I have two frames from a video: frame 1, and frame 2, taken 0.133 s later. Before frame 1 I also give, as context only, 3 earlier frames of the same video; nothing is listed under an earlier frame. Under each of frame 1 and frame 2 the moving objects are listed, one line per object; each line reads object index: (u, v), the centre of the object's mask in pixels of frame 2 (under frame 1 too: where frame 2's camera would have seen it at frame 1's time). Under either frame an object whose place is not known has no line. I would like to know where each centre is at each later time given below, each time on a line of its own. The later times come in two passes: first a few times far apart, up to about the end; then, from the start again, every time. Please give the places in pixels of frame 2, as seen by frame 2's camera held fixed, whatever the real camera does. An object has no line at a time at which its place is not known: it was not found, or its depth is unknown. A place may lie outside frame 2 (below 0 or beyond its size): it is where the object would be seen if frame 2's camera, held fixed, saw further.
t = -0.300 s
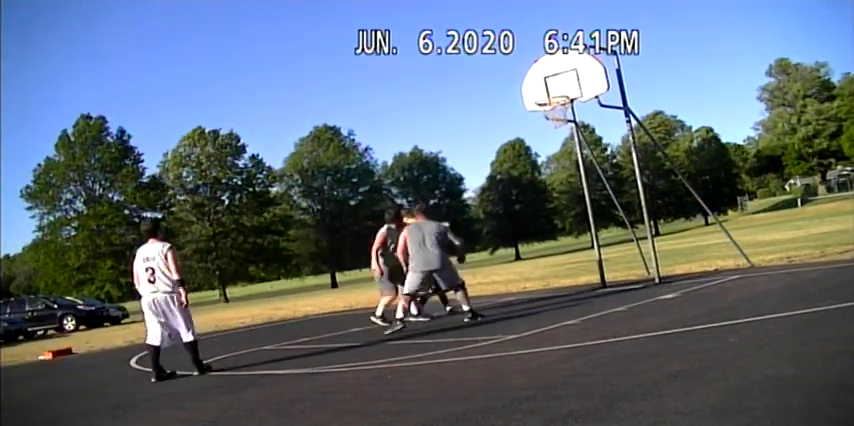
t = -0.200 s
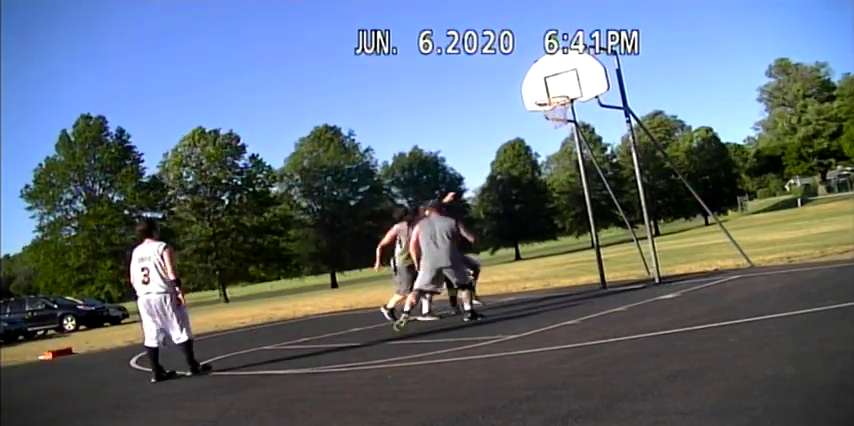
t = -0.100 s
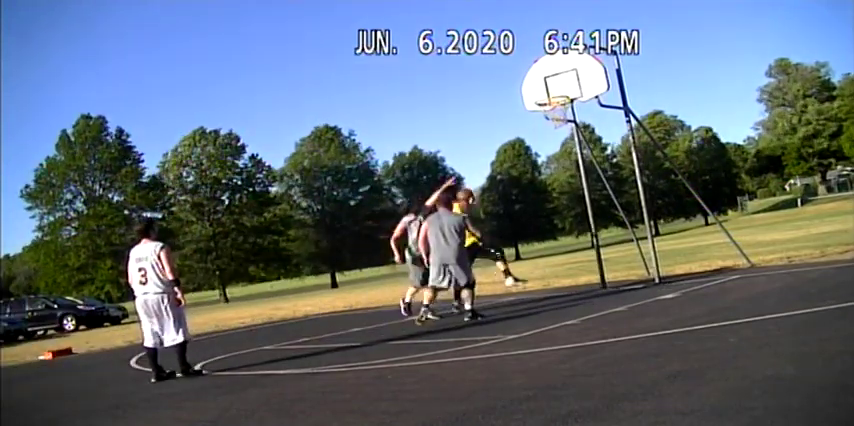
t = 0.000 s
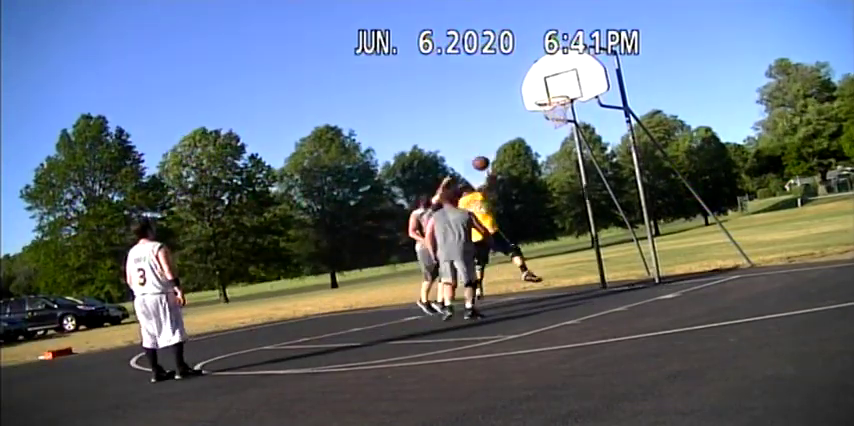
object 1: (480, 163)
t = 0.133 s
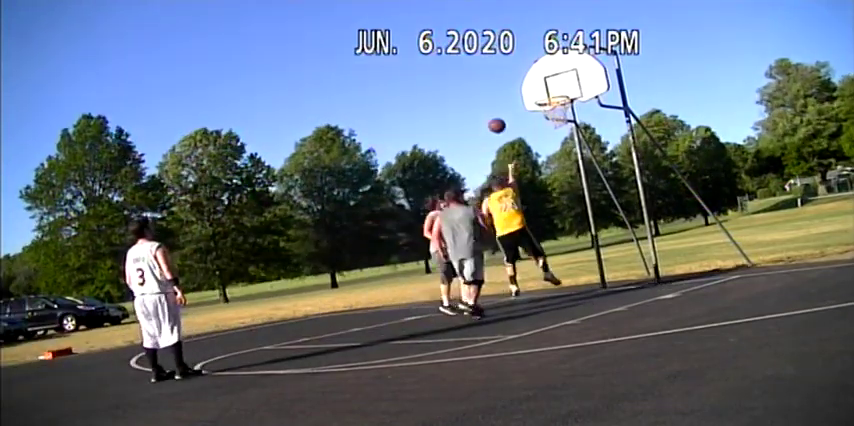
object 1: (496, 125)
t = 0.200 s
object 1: (505, 110)
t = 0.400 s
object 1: (537, 83)
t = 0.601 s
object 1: (539, 81)
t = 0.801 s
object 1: (547, 91)
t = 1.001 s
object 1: (556, 96)
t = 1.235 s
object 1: (542, 114)
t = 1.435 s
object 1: (550, 122)
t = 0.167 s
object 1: (501, 117)
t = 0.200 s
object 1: (505, 110)
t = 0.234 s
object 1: (509, 104)
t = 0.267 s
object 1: (514, 98)
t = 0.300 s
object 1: (519, 94)
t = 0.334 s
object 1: (523, 89)
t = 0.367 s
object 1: (528, 86)
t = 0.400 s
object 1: (537, 83)
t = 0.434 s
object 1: (541, 82)
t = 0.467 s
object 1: (538, 79)
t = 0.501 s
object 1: (538, 79)
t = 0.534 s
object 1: (538, 79)
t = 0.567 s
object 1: (538, 79)
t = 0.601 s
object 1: (539, 81)
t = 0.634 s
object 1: (539, 83)
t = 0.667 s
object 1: (541, 85)
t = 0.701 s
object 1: (542, 89)
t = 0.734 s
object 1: (542, 92)
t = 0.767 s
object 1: (544, 92)
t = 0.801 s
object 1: (547, 91)
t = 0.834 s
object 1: (549, 91)
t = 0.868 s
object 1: (552, 91)
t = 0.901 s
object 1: (555, 93)
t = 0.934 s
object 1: (558, 94)
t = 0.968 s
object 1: (558, 96)
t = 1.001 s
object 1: (556, 96)
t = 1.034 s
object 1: (554, 97)
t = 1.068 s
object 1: (550, 99)
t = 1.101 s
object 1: (548, 101)
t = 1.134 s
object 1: (546, 104)
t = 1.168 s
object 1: (543, 107)
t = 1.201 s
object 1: (542, 111)
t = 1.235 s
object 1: (542, 114)
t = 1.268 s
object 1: (541, 115)
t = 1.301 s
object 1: (542, 116)
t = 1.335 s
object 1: (543, 117)
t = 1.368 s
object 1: (545, 118)
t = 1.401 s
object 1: (547, 119)
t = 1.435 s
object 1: (550, 122)
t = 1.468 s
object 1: (553, 125)
